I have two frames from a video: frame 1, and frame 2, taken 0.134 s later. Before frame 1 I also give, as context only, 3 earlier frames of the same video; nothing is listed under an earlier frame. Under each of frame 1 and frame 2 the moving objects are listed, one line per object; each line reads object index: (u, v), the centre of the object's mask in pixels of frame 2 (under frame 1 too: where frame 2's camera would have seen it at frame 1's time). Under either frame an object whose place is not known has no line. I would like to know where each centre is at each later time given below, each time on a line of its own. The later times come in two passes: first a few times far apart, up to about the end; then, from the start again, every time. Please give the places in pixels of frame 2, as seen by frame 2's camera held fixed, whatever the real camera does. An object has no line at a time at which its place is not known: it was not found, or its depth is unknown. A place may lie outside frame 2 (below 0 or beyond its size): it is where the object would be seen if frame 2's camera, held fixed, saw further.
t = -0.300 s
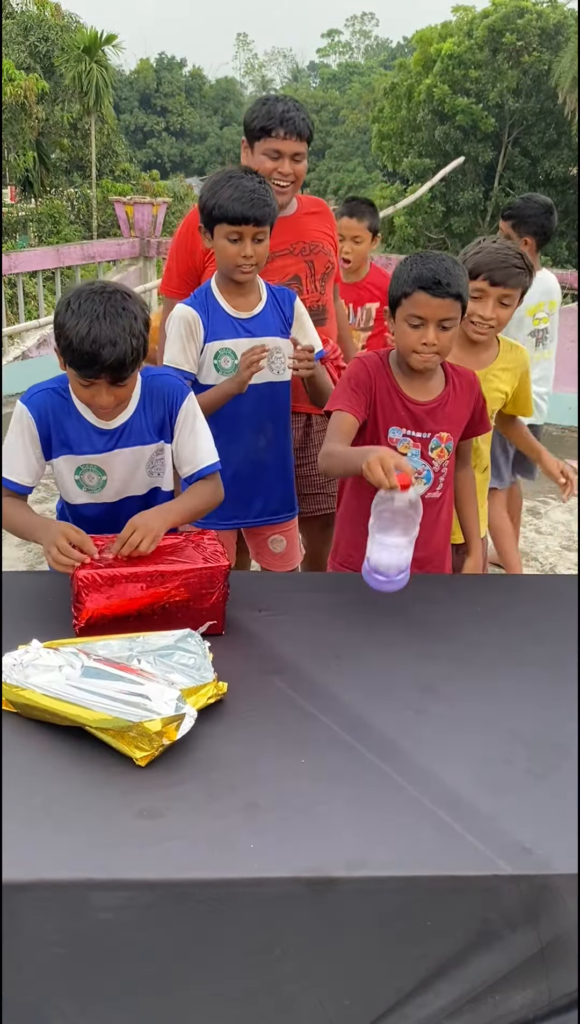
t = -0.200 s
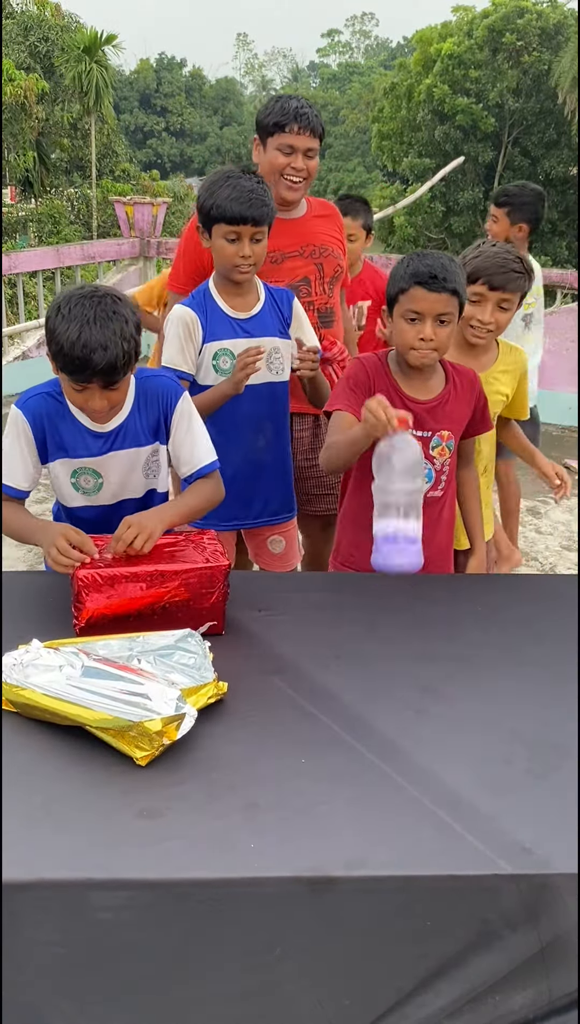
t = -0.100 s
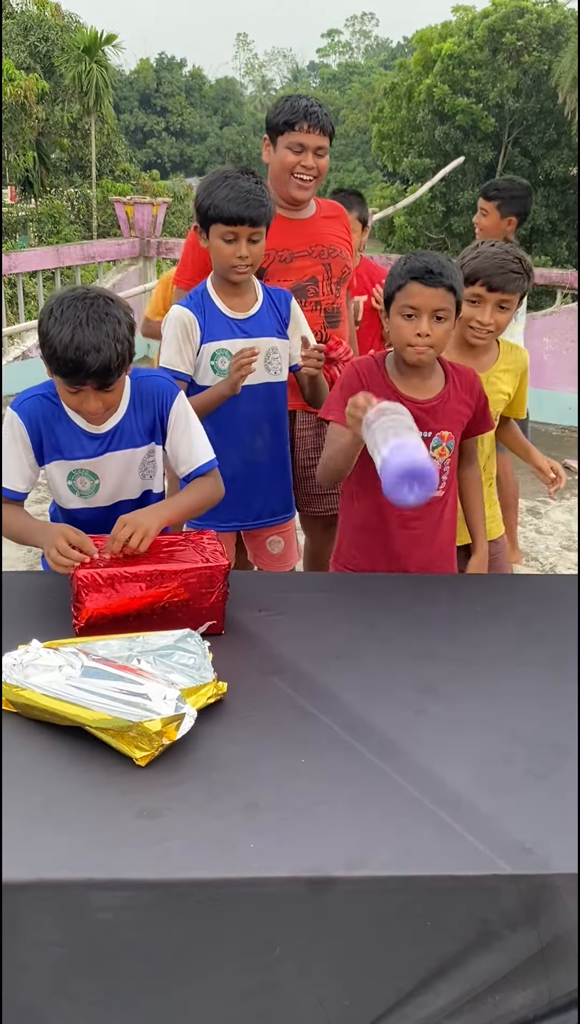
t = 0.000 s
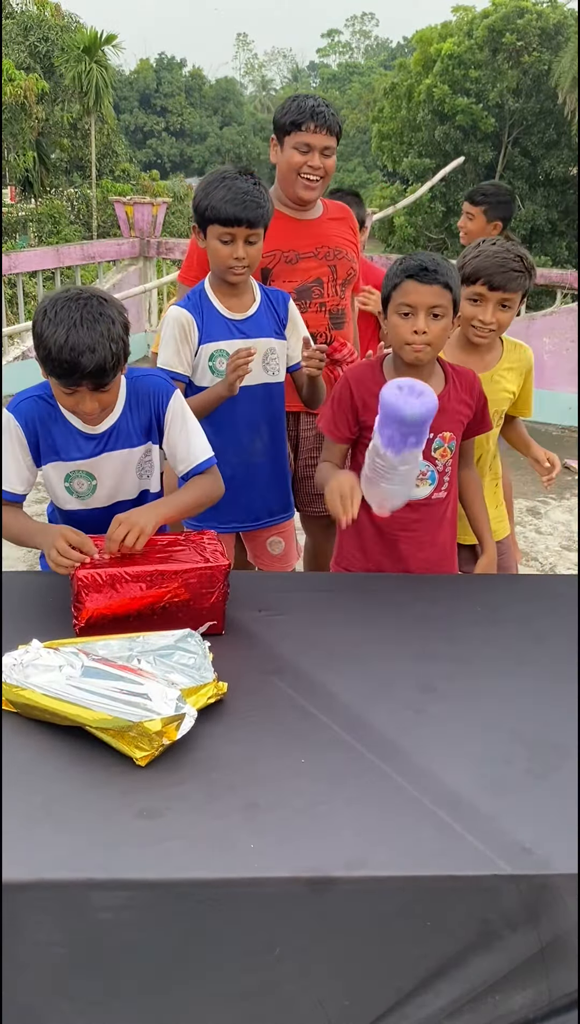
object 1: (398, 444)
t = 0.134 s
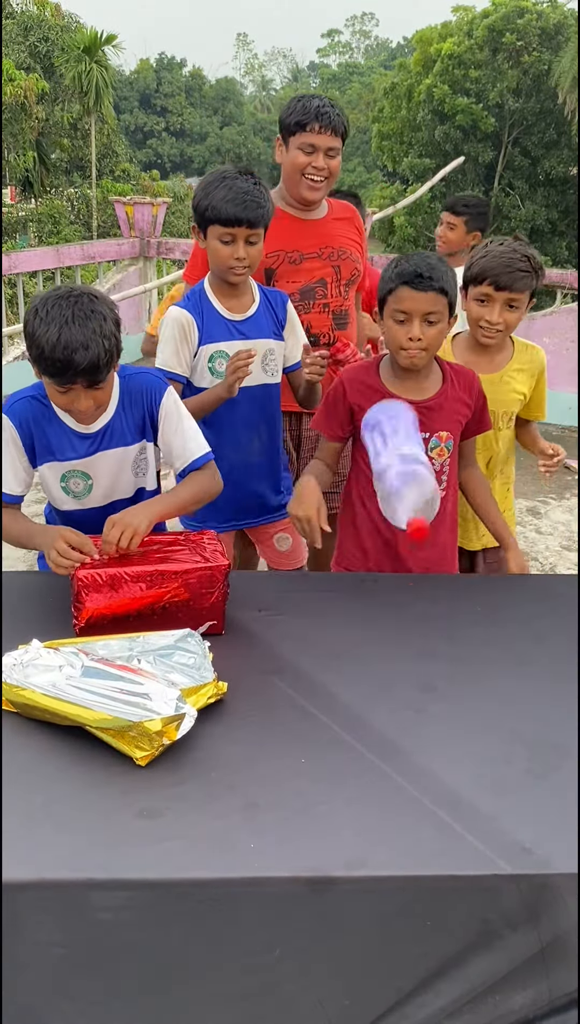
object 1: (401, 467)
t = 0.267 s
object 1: (387, 565)
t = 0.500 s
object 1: (381, 648)
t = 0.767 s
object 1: (395, 707)
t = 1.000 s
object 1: (399, 707)
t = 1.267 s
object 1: (406, 706)
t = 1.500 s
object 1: (411, 706)
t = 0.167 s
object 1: (398, 477)
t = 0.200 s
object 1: (395, 498)
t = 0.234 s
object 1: (391, 529)
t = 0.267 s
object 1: (387, 565)
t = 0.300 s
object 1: (383, 609)
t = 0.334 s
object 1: (382, 635)
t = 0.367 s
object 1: (383, 640)
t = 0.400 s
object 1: (382, 641)
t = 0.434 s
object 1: (380, 643)
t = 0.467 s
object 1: (380, 645)
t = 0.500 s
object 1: (381, 648)
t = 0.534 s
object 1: (383, 654)
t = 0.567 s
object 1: (386, 661)
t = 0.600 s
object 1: (389, 672)
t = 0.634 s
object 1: (392, 689)
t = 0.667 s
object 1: (395, 709)
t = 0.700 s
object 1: (394, 705)
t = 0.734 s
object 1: (395, 707)
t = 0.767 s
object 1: (395, 707)
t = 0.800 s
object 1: (396, 707)
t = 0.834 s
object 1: (397, 707)
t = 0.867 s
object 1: (397, 707)
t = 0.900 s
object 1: (397, 707)
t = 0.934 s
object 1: (398, 707)
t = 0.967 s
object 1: (399, 707)
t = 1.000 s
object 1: (399, 707)
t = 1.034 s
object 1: (400, 707)
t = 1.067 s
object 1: (401, 707)
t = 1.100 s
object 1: (402, 707)
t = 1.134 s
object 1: (403, 707)
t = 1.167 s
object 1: (404, 706)
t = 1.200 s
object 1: (405, 706)
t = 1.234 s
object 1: (405, 706)
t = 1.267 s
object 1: (406, 706)
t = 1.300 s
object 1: (406, 706)
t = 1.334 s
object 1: (407, 706)
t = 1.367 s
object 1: (409, 706)
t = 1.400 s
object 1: (410, 706)
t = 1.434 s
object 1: (411, 706)
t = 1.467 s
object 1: (411, 706)
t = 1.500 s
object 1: (411, 706)
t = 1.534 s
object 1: (411, 706)
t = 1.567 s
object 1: (412, 706)
